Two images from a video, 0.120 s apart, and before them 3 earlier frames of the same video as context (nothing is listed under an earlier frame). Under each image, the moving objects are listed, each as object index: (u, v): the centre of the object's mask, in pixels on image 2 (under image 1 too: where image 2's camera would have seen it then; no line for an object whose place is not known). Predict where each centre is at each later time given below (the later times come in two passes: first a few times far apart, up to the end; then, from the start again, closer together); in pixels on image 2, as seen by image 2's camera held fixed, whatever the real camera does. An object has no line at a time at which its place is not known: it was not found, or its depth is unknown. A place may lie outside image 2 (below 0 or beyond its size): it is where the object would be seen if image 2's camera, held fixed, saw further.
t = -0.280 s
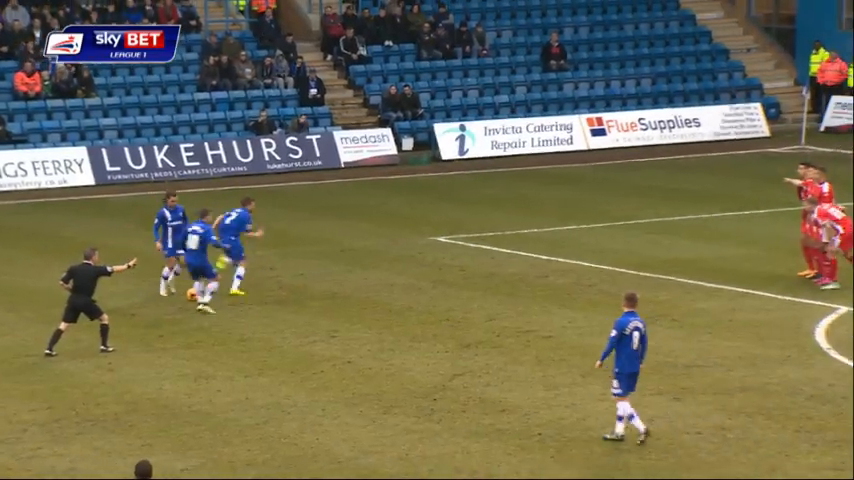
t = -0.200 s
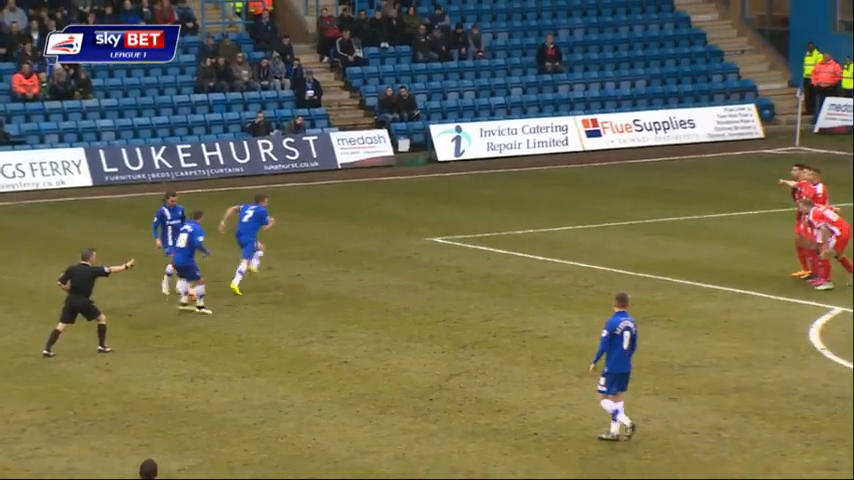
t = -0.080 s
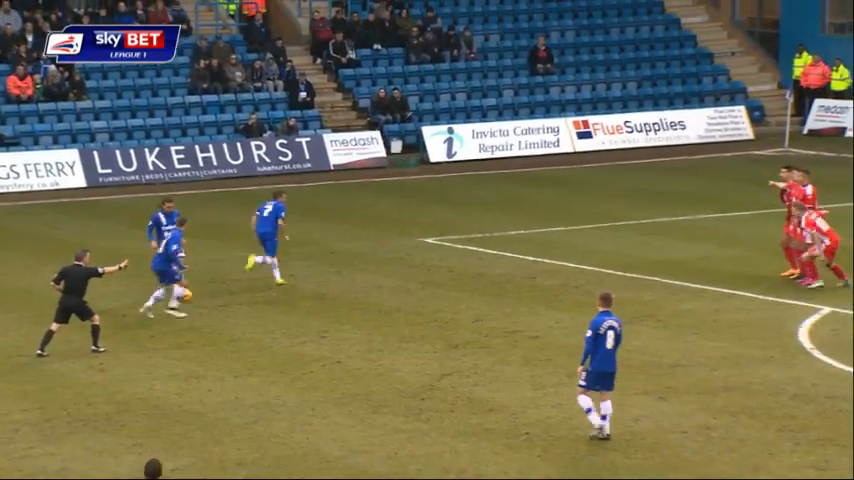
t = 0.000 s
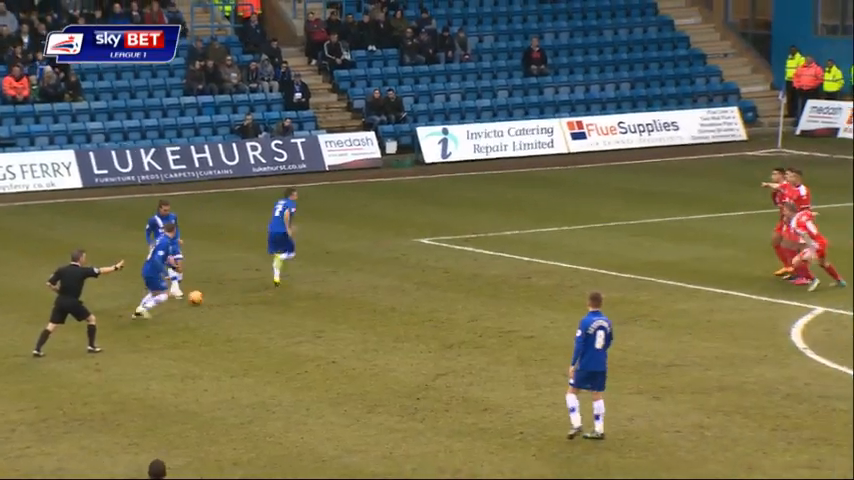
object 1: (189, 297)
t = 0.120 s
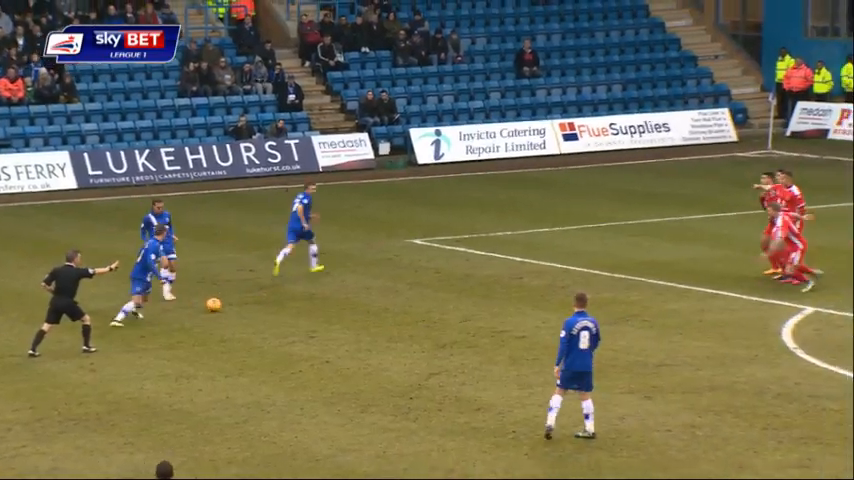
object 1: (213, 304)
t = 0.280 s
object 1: (242, 311)
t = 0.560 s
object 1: (286, 322)
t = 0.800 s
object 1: (319, 330)
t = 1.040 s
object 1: (349, 337)
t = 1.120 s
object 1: (360, 340)
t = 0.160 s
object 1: (221, 307)
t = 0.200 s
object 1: (228, 308)
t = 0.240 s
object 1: (235, 309)
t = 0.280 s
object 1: (242, 311)
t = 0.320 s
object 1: (249, 314)
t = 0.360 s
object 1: (255, 314)
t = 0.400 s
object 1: (262, 316)
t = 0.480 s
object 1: (274, 319)
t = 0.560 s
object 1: (286, 322)
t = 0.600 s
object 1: (292, 323)
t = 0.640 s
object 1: (297, 325)
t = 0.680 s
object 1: (302, 326)
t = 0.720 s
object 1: (308, 327)
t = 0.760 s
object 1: (313, 329)
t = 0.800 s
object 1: (319, 330)
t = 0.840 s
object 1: (324, 330)
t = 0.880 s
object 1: (329, 332)
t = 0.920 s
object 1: (334, 333)
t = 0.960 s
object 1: (339, 333)
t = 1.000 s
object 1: (344, 334)
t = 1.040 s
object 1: (349, 337)
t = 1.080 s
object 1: (354, 338)
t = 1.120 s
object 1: (360, 340)
